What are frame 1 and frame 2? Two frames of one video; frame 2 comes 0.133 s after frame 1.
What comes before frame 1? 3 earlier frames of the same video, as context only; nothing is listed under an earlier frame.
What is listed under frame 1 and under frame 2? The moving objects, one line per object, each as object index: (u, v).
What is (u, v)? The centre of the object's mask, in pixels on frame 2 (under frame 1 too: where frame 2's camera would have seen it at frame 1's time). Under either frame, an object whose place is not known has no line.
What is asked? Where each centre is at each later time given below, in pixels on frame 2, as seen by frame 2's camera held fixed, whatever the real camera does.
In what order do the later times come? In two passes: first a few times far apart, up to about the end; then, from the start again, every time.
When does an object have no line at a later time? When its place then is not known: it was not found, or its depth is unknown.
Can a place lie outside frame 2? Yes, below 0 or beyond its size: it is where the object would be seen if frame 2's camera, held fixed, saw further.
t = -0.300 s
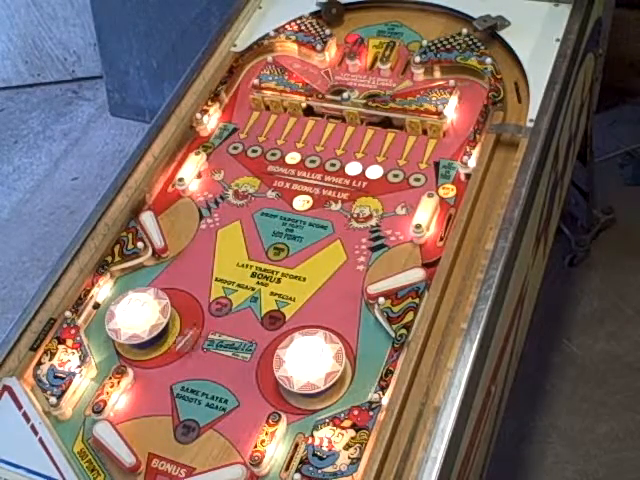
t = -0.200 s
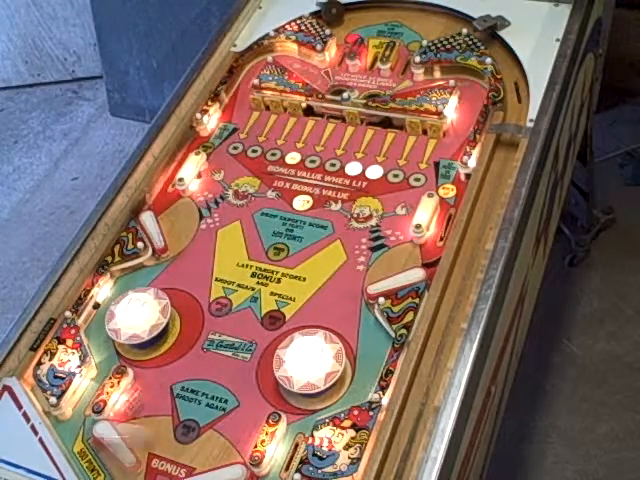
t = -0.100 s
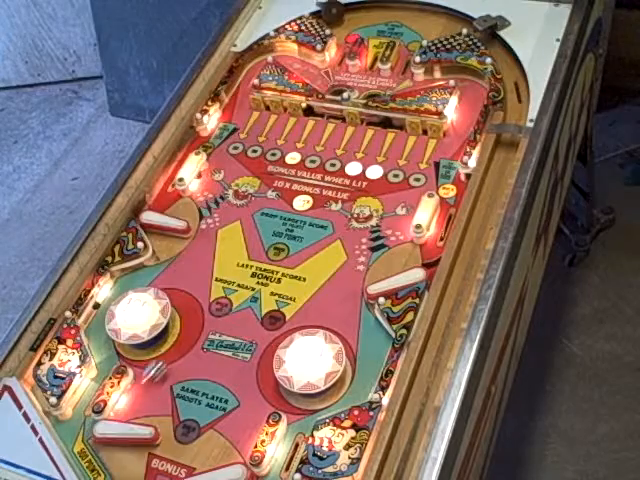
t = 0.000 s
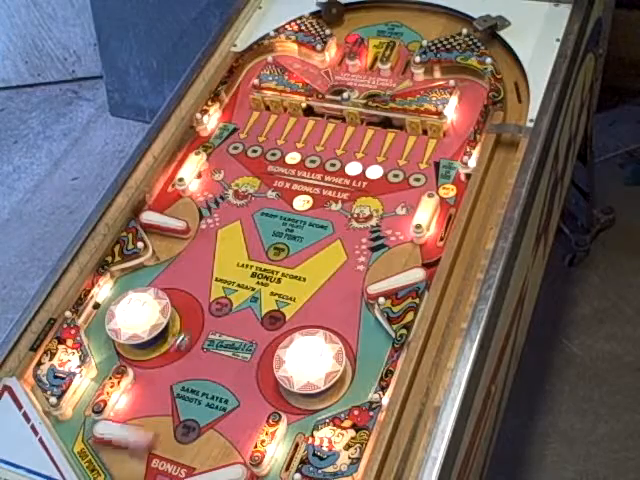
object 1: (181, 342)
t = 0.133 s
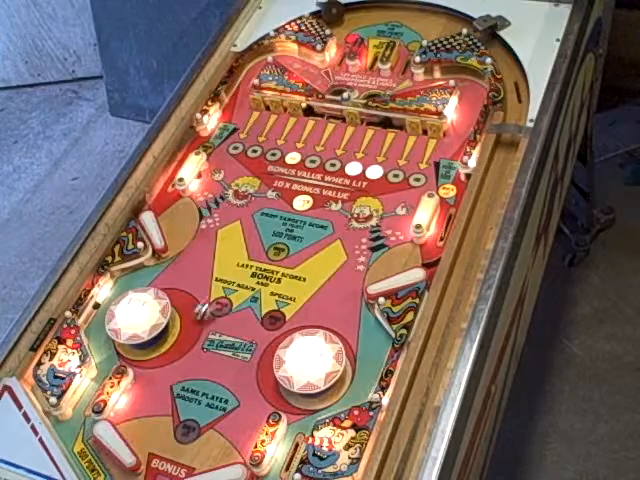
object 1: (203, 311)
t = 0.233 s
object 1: (217, 291)
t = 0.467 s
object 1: (243, 267)
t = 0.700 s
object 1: (252, 261)
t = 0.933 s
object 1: (252, 272)
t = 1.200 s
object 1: (234, 311)
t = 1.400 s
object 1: (206, 359)
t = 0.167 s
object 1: (208, 304)
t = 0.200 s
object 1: (214, 297)
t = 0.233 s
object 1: (217, 291)
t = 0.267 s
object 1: (224, 287)
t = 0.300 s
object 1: (227, 283)
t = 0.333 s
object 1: (231, 280)
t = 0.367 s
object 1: (234, 276)
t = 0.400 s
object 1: (238, 272)
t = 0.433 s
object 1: (241, 269)
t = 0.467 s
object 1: (243, 267)
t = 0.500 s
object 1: (245, 265)
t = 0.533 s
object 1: (246, 264)
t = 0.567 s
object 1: (247, 263)
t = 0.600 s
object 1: (248, 262)
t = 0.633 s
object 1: (250, 261)
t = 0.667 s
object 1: (251, 261)
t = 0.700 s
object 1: (252, 261)
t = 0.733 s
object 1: (253, 261)
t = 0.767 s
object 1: (253, 263)
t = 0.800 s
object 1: (254, 263)
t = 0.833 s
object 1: (253, 264)
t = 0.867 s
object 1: (253, 266)
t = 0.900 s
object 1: (252, 268)
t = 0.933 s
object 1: (252, 272)
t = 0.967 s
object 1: (250, 275)
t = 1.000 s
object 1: (249, 276)
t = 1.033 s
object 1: (248, 280)
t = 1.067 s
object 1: (246, 286)
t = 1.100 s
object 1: (243, 291)
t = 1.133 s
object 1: (239, 298)
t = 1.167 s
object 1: (237, 304)
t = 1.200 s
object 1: (234, 311)
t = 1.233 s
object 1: (231, 316)
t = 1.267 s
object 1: (227, 321)
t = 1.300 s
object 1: (222, 331)
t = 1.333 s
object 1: (215, 340)
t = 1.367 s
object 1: (213, 347)
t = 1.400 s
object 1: (206, 359)
